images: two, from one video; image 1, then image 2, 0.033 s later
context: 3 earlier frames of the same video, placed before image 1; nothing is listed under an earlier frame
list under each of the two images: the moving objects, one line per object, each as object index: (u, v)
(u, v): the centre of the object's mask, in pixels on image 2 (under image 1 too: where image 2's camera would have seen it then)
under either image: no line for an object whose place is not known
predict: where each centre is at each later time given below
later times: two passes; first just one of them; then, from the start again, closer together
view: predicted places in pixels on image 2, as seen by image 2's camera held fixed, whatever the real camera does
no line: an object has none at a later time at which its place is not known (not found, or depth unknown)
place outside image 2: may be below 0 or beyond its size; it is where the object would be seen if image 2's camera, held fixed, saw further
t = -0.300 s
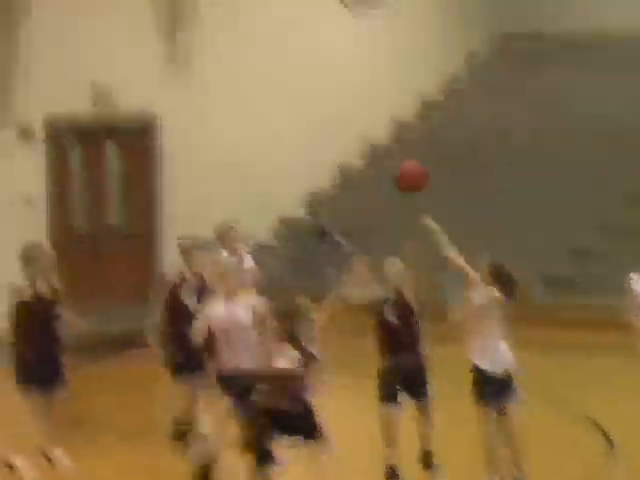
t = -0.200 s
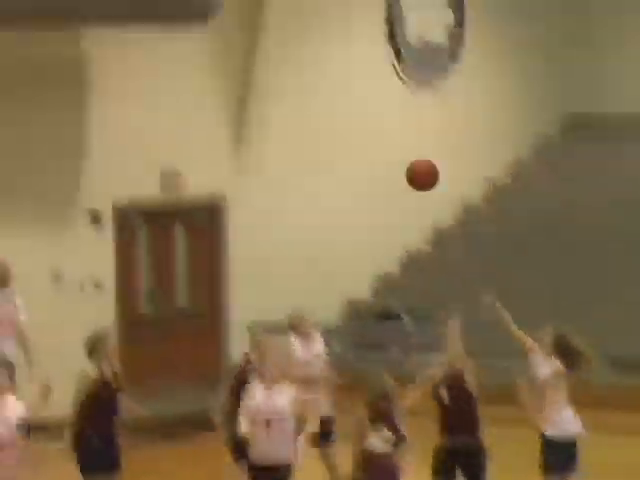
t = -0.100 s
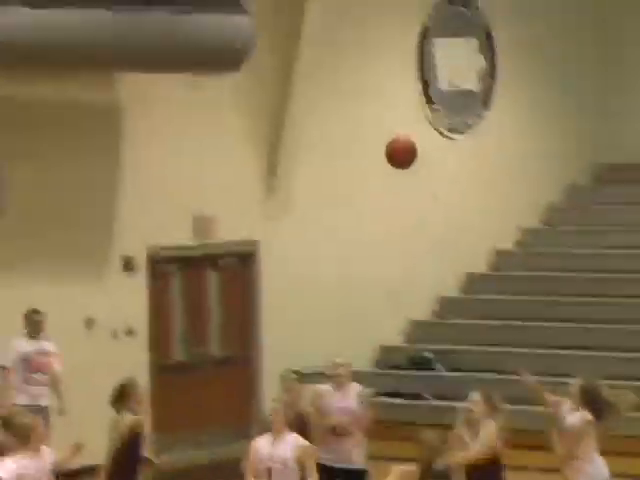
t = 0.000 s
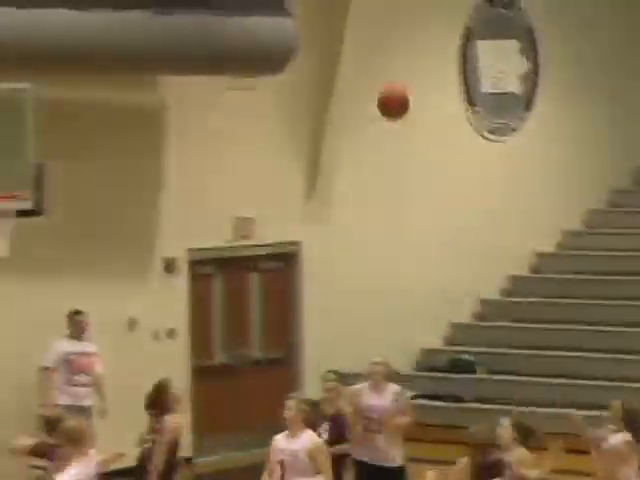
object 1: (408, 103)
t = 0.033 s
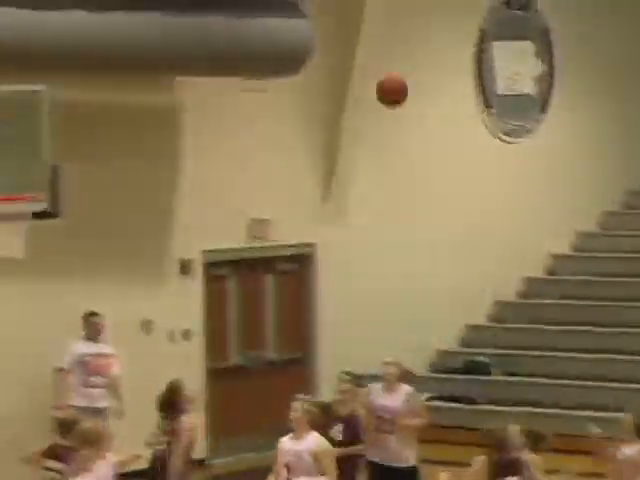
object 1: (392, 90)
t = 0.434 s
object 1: (221, 51)
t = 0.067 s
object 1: (376, 78)
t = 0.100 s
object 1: (361, 68)
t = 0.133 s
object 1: (346, 60)
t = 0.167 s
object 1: (330, 53)
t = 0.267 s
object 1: (287, 41)
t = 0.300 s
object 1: (273, 40)
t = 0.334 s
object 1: (260, 41)
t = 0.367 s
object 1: (247, 42)
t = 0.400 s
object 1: (233, 45)
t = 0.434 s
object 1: (221, 51)
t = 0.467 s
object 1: (208, 56)
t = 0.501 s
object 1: (194, 64)
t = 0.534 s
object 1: (181, 72)
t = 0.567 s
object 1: (168, 82)
